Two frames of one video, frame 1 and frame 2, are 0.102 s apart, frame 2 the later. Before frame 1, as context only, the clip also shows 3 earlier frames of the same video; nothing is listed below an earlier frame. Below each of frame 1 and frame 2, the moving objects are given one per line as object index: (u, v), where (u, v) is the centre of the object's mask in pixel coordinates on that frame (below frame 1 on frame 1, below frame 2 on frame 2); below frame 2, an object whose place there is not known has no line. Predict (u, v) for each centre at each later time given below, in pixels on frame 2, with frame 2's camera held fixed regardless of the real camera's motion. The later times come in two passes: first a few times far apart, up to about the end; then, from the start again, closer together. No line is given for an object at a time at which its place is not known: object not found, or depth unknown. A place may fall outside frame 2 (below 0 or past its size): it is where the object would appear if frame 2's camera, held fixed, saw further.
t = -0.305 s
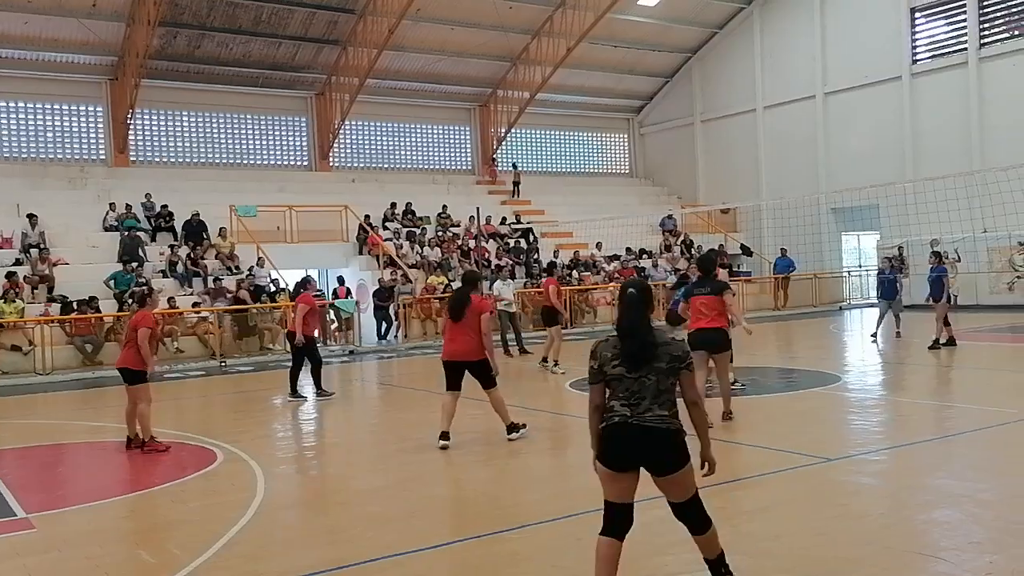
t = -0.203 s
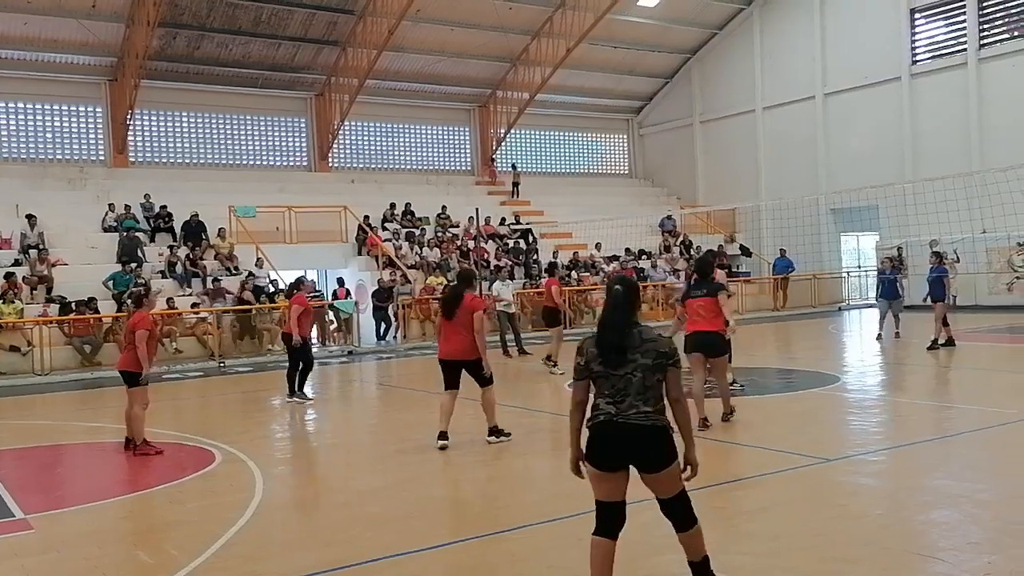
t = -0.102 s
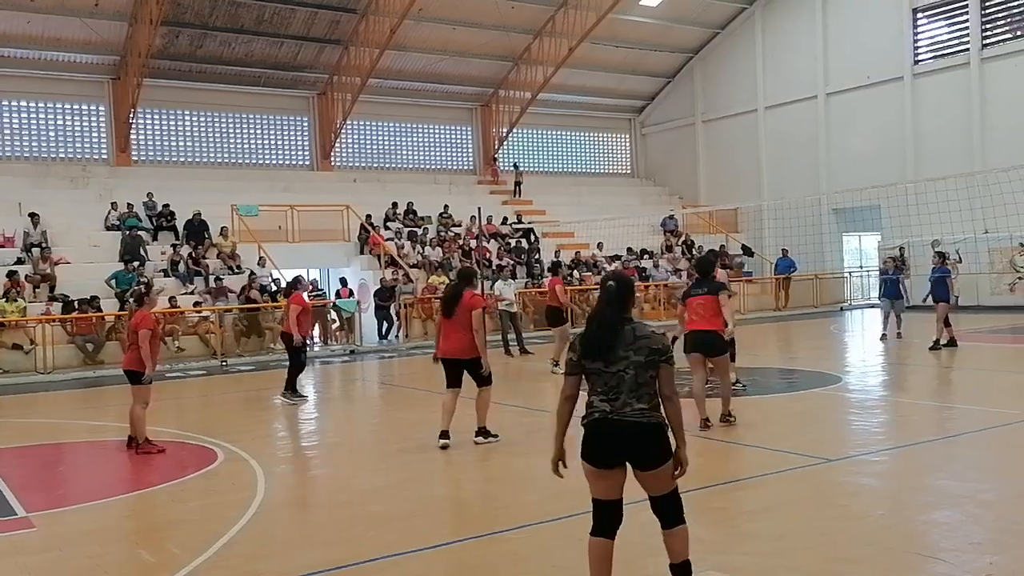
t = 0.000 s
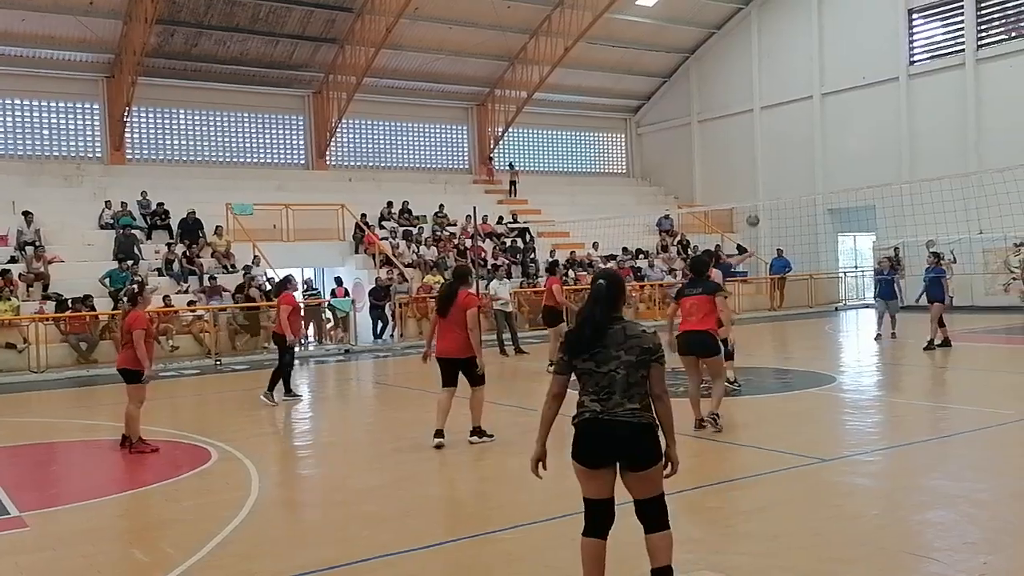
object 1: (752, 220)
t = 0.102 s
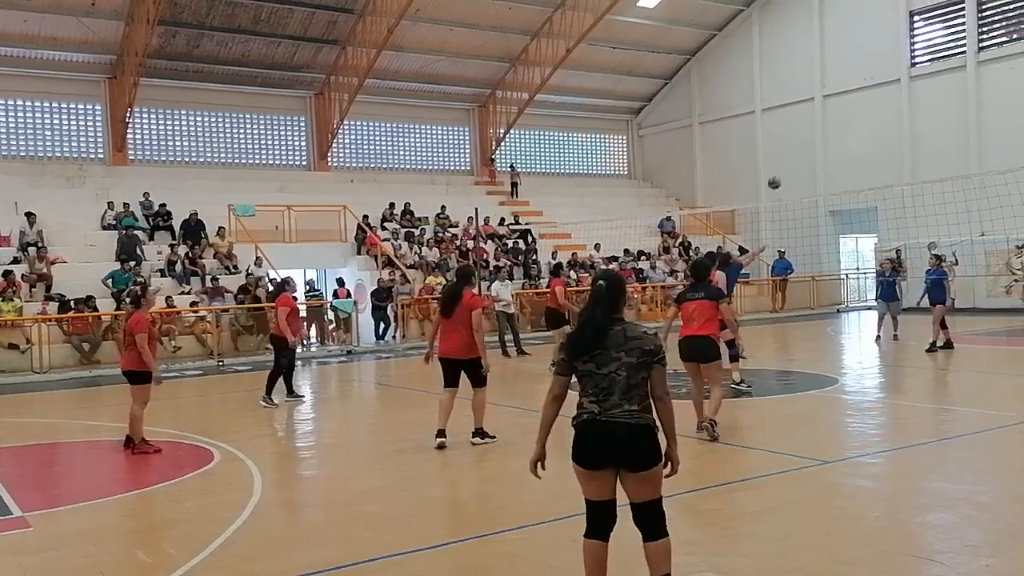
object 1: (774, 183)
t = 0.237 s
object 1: (802, 139)
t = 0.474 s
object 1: (858, 83)
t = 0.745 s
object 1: (930, 64)
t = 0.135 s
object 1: (781, 170)
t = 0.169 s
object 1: (787, 159)
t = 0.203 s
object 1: (795, 149)
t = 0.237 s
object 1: (802, 139)
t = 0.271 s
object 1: (810, 128)
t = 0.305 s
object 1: (818, 119)
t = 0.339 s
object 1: (825, 111)
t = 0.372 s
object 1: (833, 103)
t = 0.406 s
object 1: (840, 95)
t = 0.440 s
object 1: (849, 89)
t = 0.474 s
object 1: (858, 83)
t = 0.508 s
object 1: (866, 78)
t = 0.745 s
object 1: (930, 64)
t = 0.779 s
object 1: (939, 65)
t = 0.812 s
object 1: (949, 67)
